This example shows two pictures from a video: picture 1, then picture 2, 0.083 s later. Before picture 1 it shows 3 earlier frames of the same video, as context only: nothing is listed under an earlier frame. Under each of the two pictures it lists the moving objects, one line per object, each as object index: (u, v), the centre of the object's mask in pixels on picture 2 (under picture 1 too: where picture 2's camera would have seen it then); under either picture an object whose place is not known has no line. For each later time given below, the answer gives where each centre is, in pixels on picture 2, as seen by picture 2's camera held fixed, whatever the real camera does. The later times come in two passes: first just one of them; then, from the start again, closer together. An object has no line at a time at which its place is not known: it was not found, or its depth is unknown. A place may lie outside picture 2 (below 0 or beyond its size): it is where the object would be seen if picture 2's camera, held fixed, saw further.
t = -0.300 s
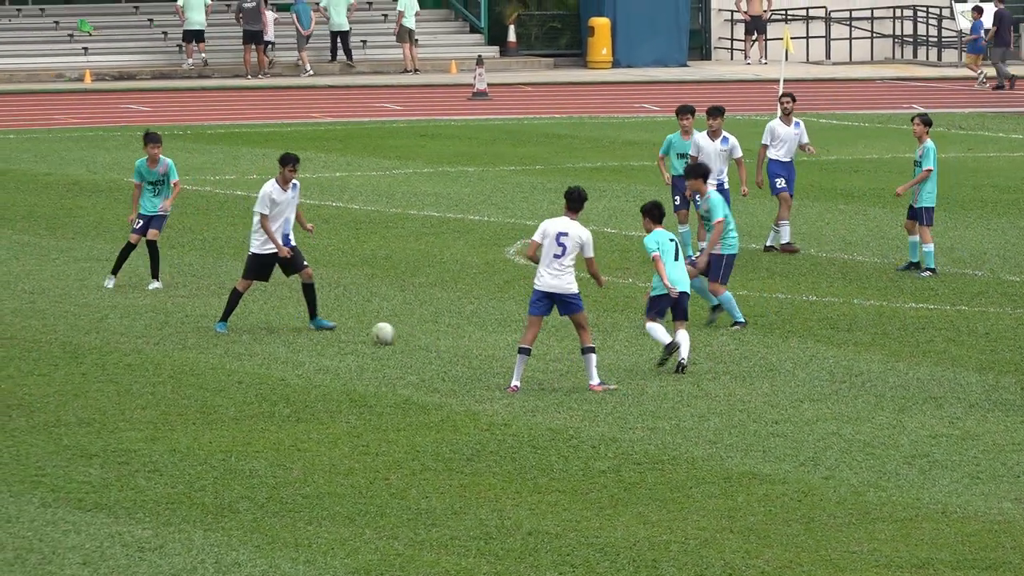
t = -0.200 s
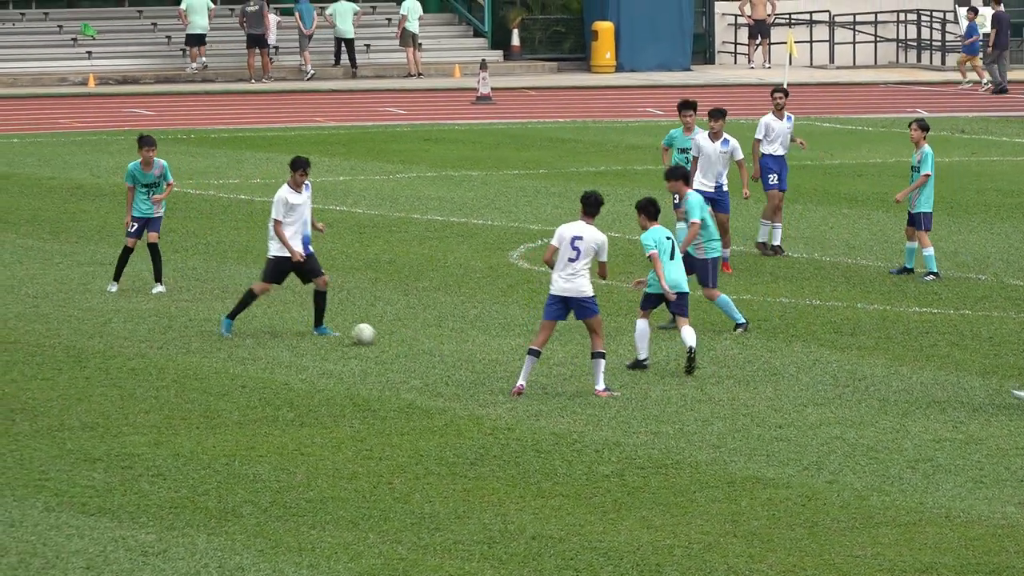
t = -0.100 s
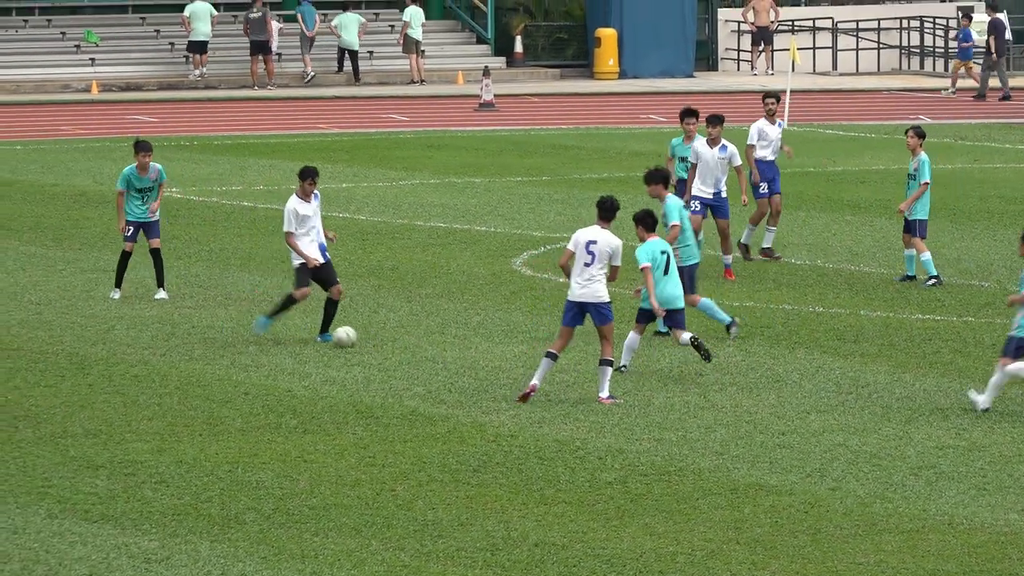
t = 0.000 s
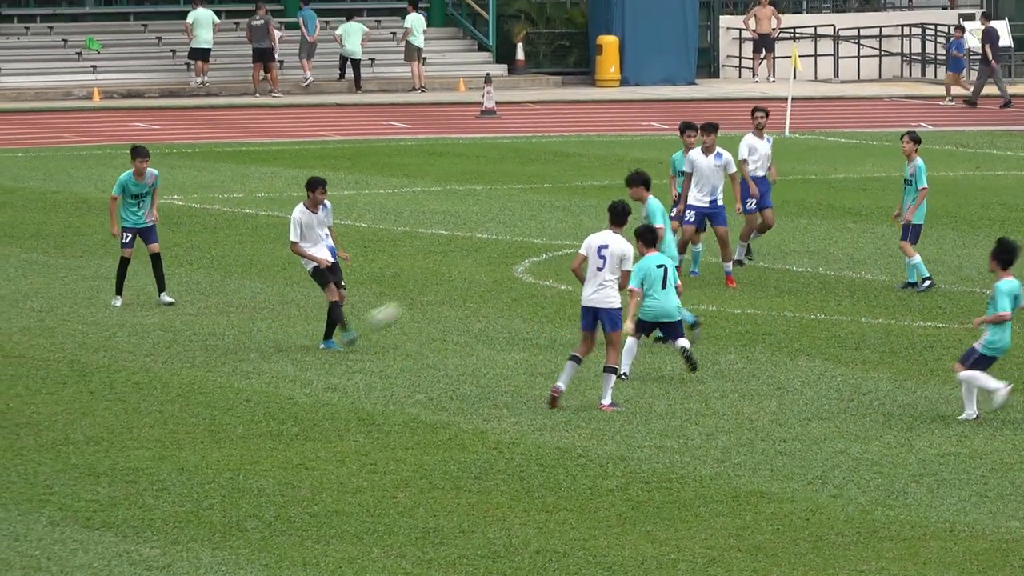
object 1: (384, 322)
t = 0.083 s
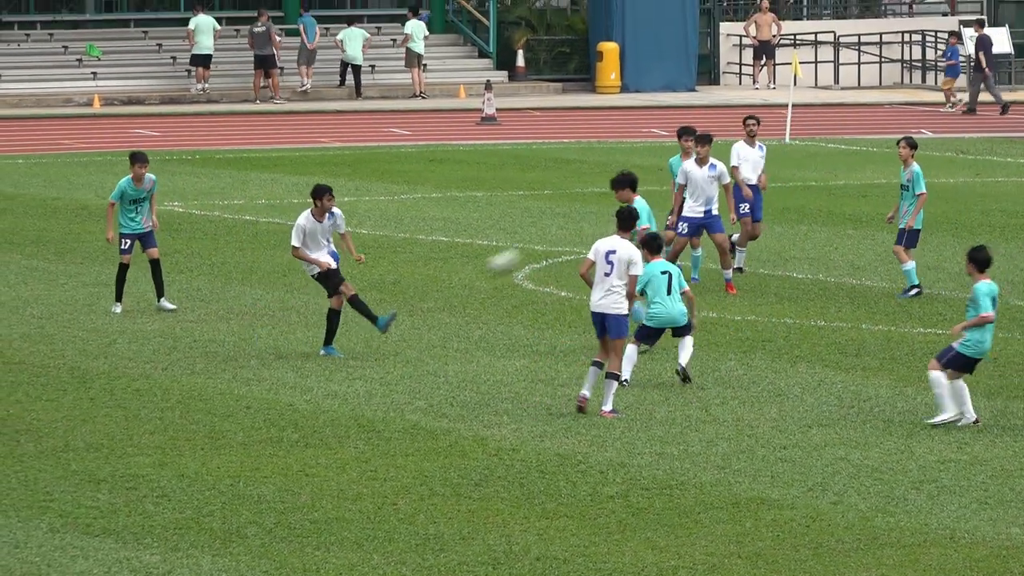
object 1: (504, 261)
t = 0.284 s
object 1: (785, 145)
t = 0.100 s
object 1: (526, 249)
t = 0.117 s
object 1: (551, 239)
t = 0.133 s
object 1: (577, 229)
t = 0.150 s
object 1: (599, 219)
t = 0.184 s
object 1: (648, 196)
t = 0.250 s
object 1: (739, 158)
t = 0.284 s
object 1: (785, 145)
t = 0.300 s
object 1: (807, 134)
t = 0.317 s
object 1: (829, 128)
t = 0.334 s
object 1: (849, 121)
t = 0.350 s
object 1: (871, 112)
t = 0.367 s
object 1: (892, 105)
